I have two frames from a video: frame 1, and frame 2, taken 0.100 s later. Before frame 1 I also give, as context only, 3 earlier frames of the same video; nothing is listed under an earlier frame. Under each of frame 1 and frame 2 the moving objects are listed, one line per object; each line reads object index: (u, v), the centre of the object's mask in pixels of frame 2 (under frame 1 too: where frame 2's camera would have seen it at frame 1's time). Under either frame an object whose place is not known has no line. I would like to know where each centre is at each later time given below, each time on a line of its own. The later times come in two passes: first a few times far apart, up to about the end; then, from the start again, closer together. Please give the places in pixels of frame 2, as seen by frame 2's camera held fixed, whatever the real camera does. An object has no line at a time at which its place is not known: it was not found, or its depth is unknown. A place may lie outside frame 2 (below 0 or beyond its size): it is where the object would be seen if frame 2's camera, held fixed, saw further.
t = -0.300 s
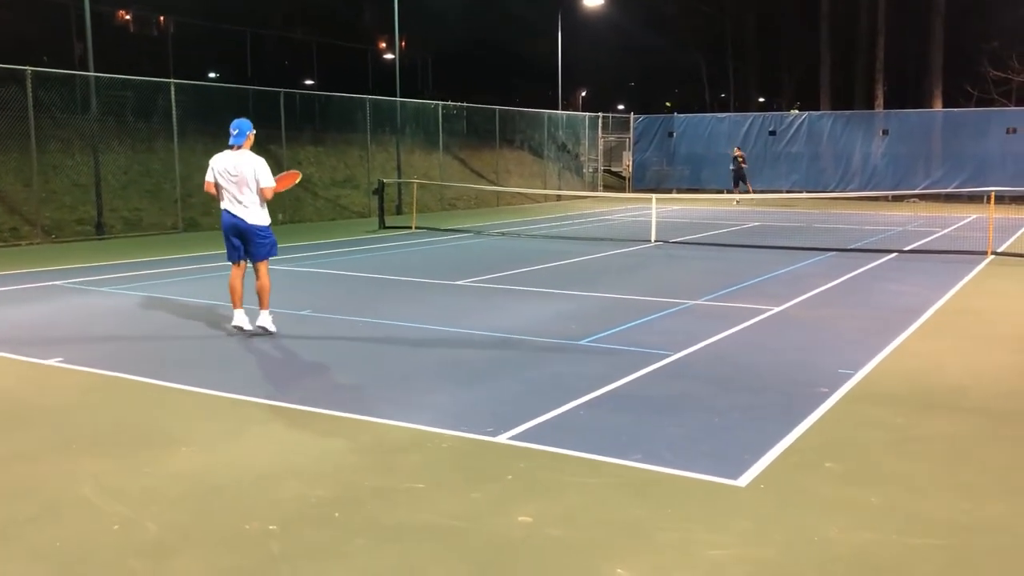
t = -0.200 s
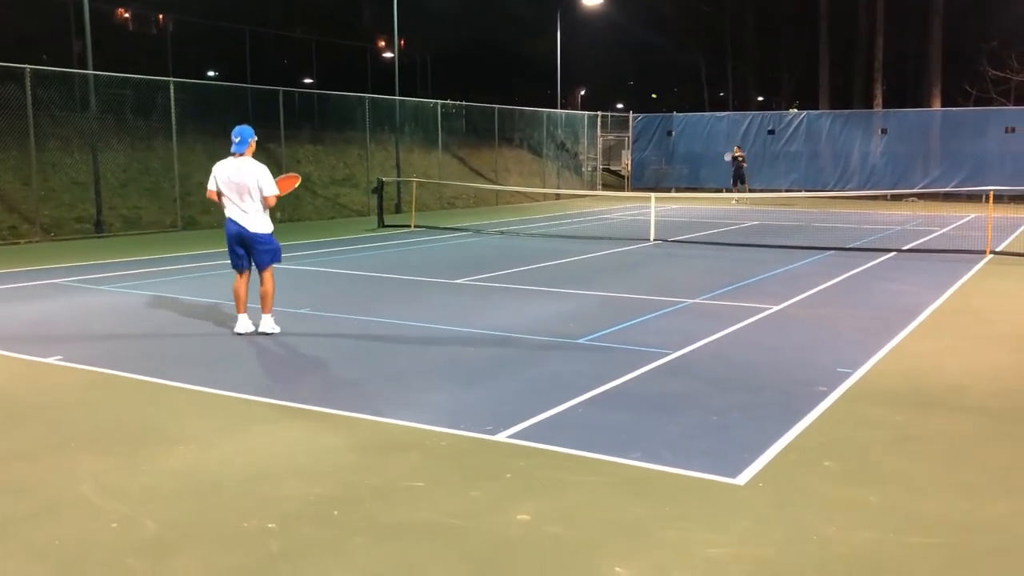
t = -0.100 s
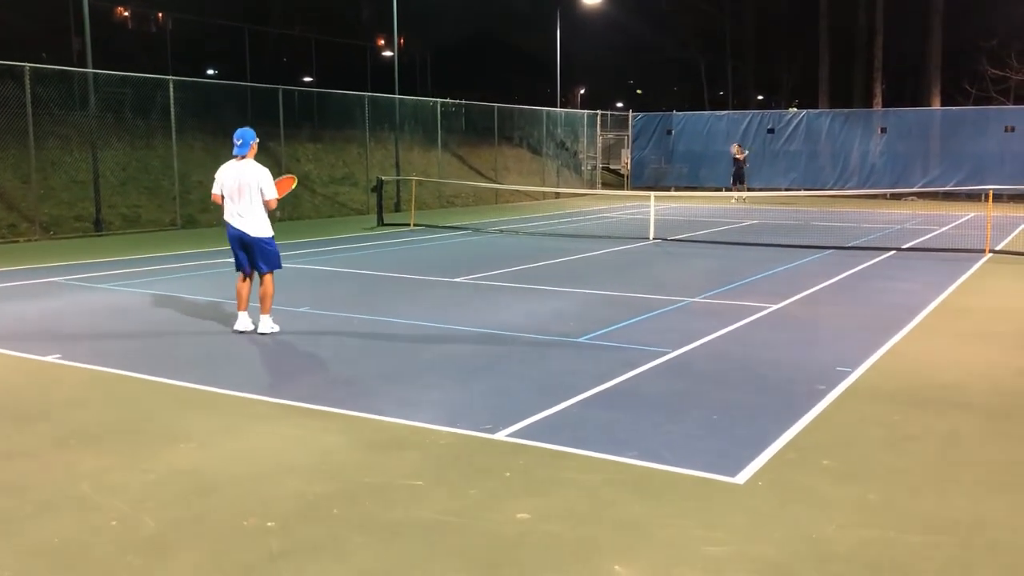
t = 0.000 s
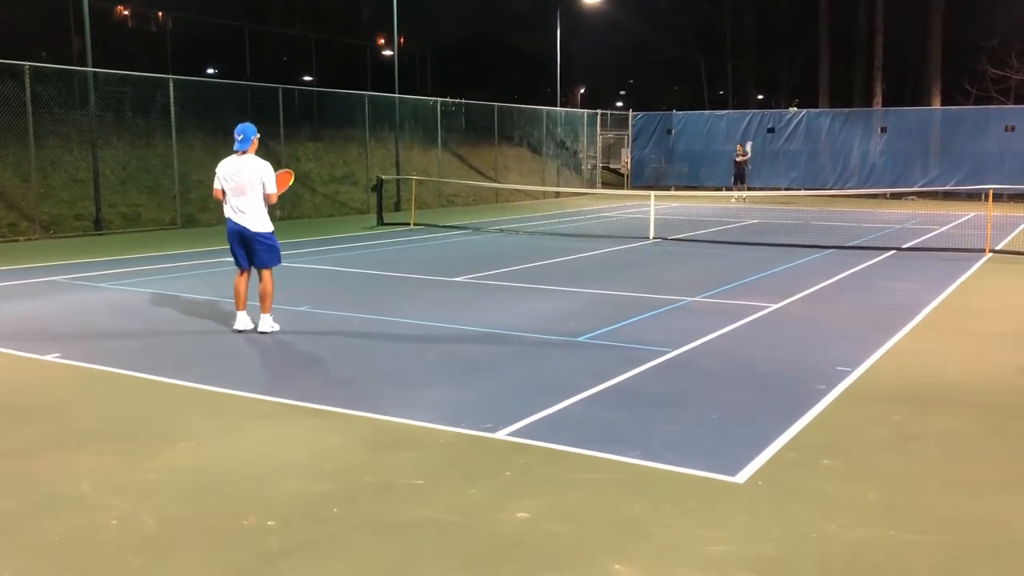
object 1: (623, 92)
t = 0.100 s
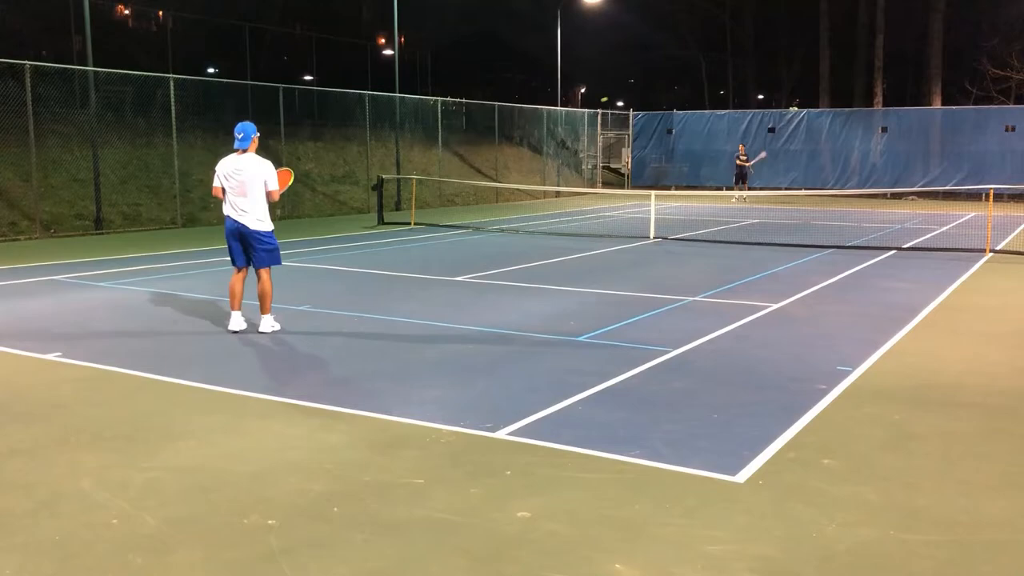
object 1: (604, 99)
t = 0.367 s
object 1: (541, 152)
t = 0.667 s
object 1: (453, 237)
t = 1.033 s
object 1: (360, 145)
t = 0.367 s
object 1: (541, 152)
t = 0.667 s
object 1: (453, 237)
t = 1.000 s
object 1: (369, 149)
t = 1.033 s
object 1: (360, 145)
